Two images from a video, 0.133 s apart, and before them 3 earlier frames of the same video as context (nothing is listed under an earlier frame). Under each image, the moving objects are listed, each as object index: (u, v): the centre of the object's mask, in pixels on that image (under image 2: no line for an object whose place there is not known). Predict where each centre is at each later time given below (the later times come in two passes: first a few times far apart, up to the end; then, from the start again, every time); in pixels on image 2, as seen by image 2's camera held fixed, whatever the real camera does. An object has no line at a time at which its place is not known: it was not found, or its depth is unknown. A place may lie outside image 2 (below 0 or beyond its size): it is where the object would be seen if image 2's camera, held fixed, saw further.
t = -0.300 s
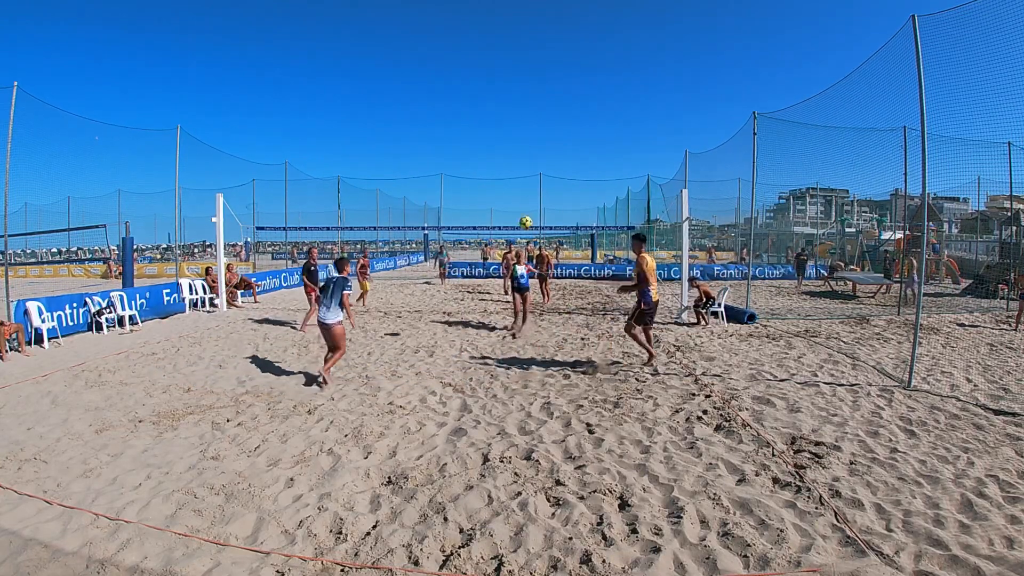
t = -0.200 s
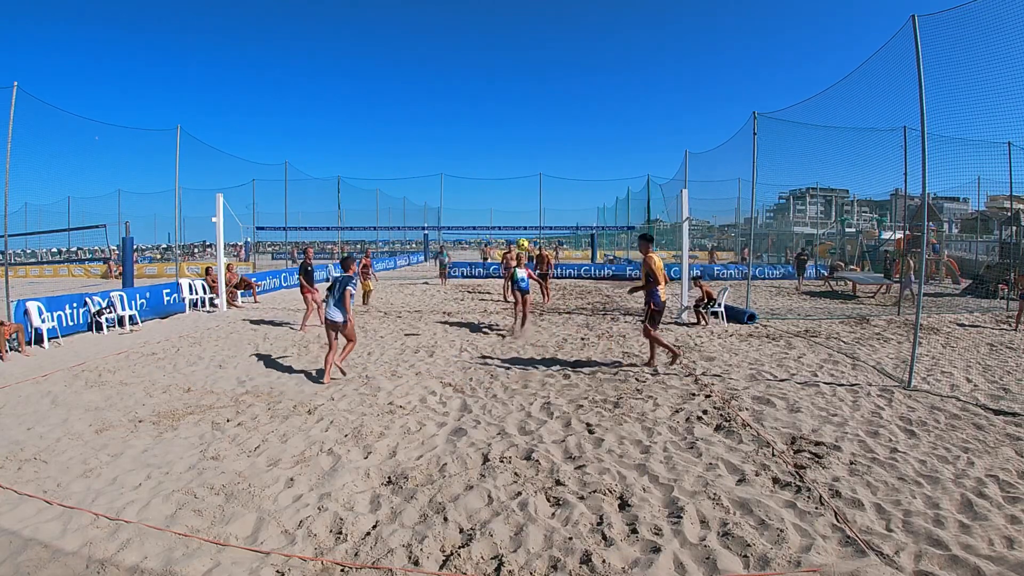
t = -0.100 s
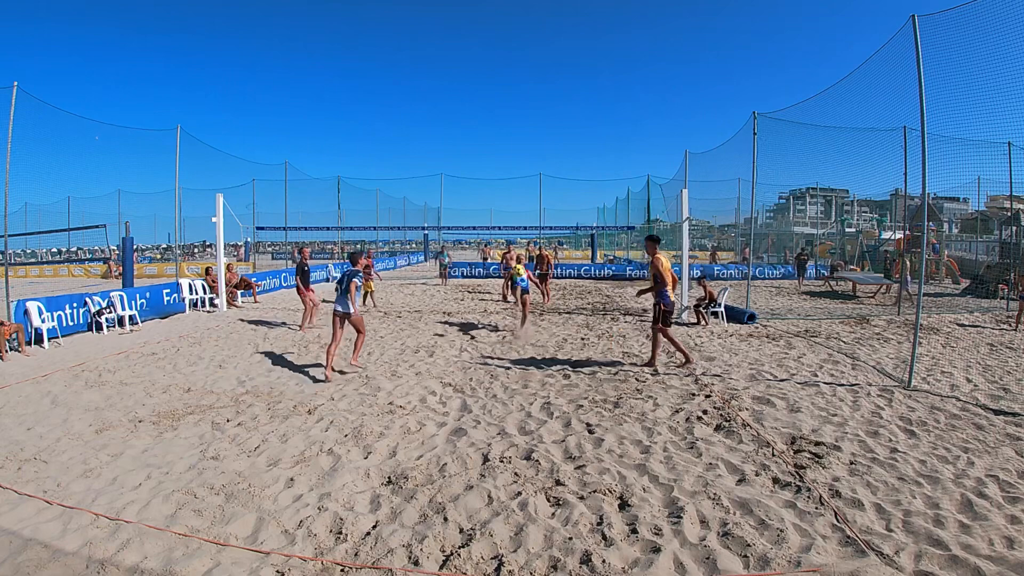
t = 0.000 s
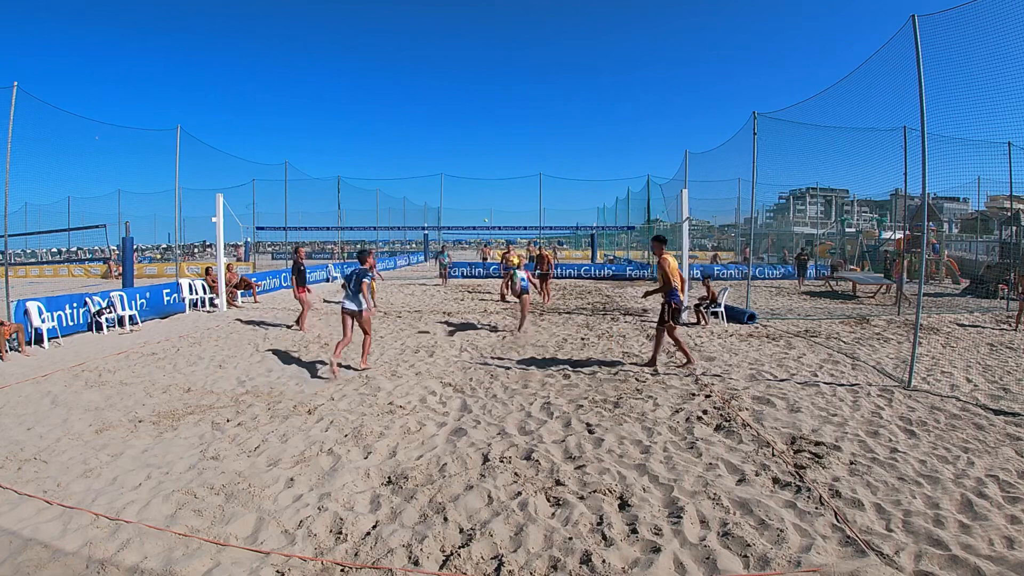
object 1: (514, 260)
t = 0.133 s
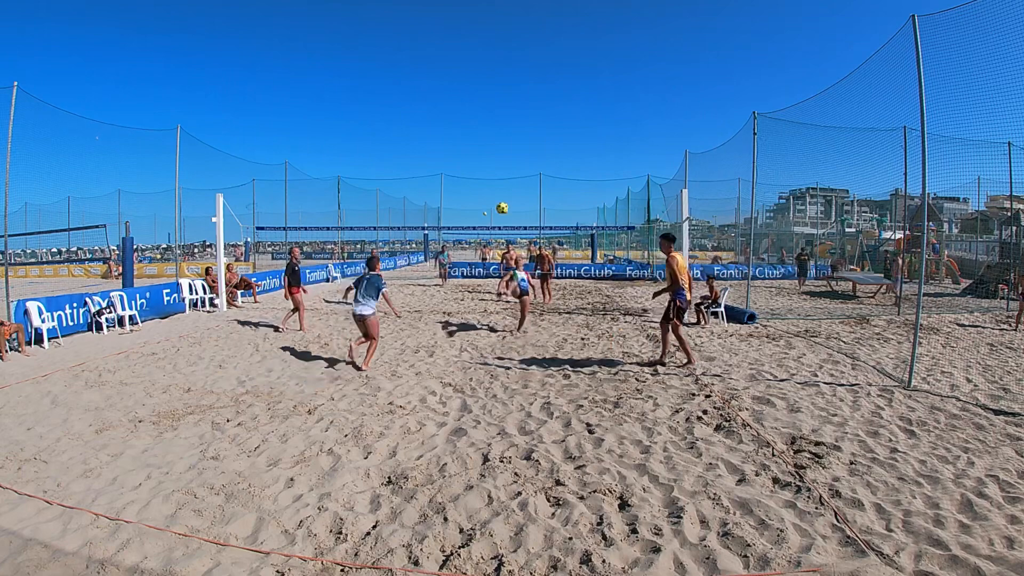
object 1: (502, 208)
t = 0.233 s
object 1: (494, 176)
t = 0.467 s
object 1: (478, 123)
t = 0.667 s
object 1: (464, 103)
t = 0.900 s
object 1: (450, 105)
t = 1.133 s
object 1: (437, 133)
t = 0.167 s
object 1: (500, 196)
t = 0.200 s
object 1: (497, 186)
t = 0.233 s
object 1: (494, 176)
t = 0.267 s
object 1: (492, 166)
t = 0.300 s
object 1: (489, 157)
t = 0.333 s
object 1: (487, 149)
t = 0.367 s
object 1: (484, 142)
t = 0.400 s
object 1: (482, 135)
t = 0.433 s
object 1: (480, 129)
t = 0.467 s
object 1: (478, 123)
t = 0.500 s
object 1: (475, 118)
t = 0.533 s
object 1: (473, 114)
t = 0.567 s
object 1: (471, 110)
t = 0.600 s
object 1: (469, 107)
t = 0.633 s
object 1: (467, 104)
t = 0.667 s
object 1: (464, 103)
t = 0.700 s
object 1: (462, 101)
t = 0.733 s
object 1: (460, 100)
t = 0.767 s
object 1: (458, 100)
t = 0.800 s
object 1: (456, 100)
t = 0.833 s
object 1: (454, 101)
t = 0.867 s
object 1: (452, 102)
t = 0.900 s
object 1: (450, 105)
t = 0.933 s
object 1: (448, 107)
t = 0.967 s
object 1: (446, 110)
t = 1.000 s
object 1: (444, 113)
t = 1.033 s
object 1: (442, 118)
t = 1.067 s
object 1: (441, 122)
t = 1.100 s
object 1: (439, 127)
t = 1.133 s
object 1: (437, 133)
